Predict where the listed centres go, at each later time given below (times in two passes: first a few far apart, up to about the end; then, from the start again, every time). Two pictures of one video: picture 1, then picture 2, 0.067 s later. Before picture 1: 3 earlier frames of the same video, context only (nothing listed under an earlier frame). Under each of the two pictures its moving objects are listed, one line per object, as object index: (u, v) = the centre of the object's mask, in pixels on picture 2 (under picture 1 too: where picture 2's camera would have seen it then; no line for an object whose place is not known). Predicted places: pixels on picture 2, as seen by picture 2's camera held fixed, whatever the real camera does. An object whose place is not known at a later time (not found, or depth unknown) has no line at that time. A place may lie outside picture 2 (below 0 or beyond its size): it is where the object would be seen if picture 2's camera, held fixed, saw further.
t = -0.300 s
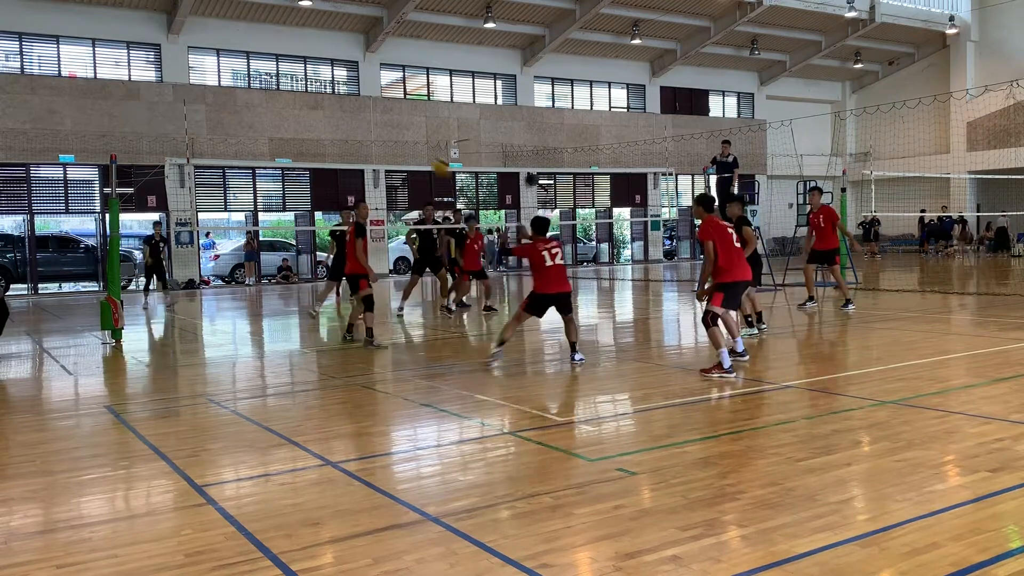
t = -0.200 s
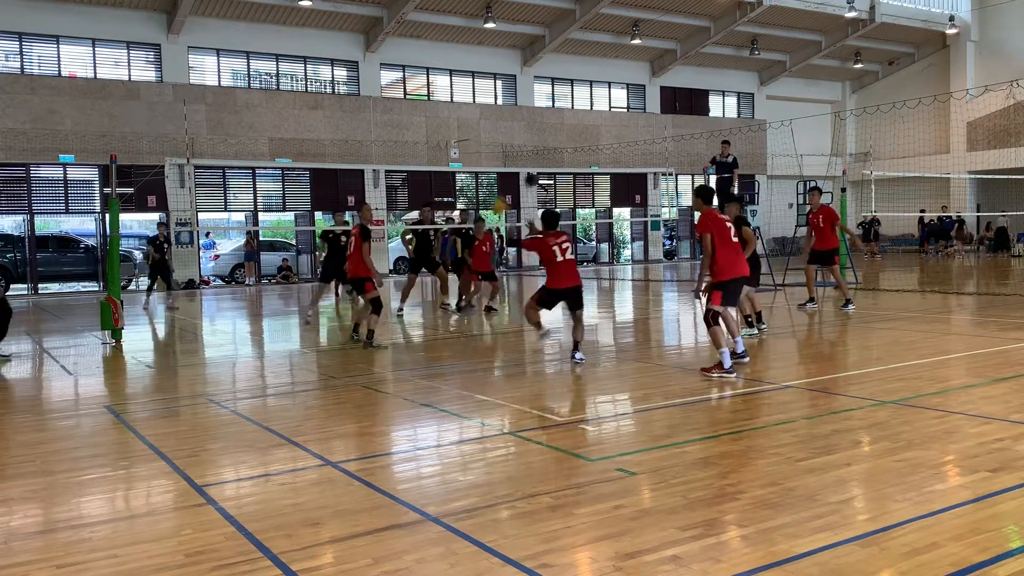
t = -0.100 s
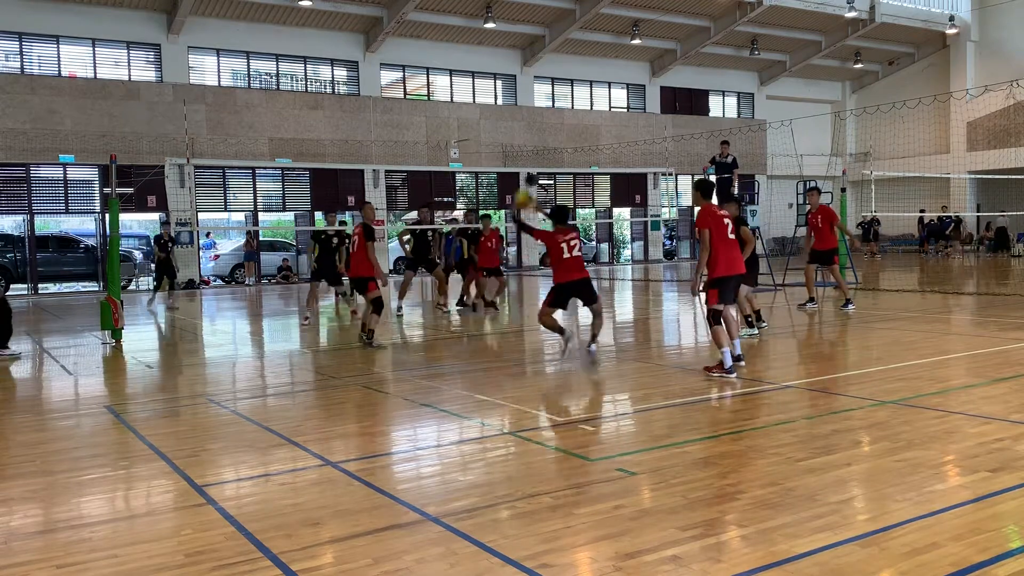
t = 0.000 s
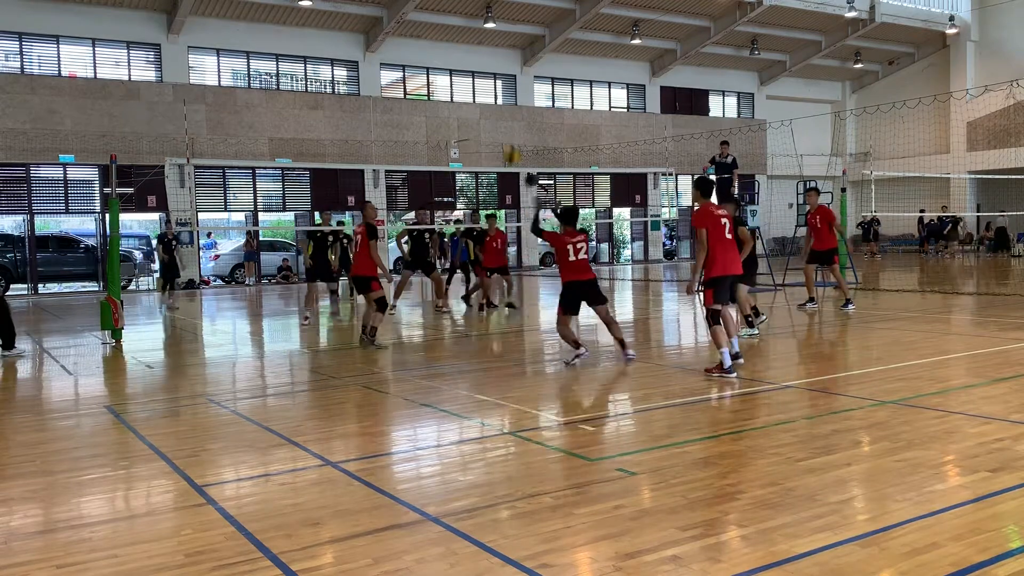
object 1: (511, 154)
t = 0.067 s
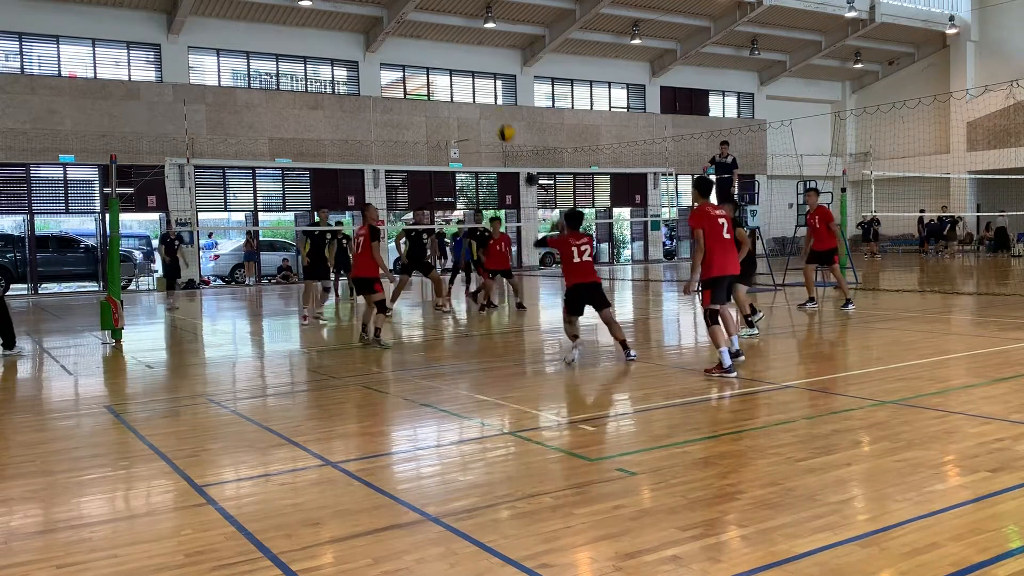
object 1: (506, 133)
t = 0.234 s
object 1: (491, 100)
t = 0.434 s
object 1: (477, 95)
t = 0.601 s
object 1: (467, 112)
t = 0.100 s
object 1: (503, 124)
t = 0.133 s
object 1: (500, 117)
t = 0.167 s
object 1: (497, 110)
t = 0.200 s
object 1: (494, 105)
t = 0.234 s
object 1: (491, 100)
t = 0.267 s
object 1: (489, 98)
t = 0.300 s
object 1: (486, 95)
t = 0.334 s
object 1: (483, 93)
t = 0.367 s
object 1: (481, 93)
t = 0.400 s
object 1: (479, 94)
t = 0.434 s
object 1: (477, 95)
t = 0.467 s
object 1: (474, 96)
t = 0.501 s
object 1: (472, 99)
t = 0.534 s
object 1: (470, 103)
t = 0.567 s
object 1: (468, 107)
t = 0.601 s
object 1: (467, 112)
